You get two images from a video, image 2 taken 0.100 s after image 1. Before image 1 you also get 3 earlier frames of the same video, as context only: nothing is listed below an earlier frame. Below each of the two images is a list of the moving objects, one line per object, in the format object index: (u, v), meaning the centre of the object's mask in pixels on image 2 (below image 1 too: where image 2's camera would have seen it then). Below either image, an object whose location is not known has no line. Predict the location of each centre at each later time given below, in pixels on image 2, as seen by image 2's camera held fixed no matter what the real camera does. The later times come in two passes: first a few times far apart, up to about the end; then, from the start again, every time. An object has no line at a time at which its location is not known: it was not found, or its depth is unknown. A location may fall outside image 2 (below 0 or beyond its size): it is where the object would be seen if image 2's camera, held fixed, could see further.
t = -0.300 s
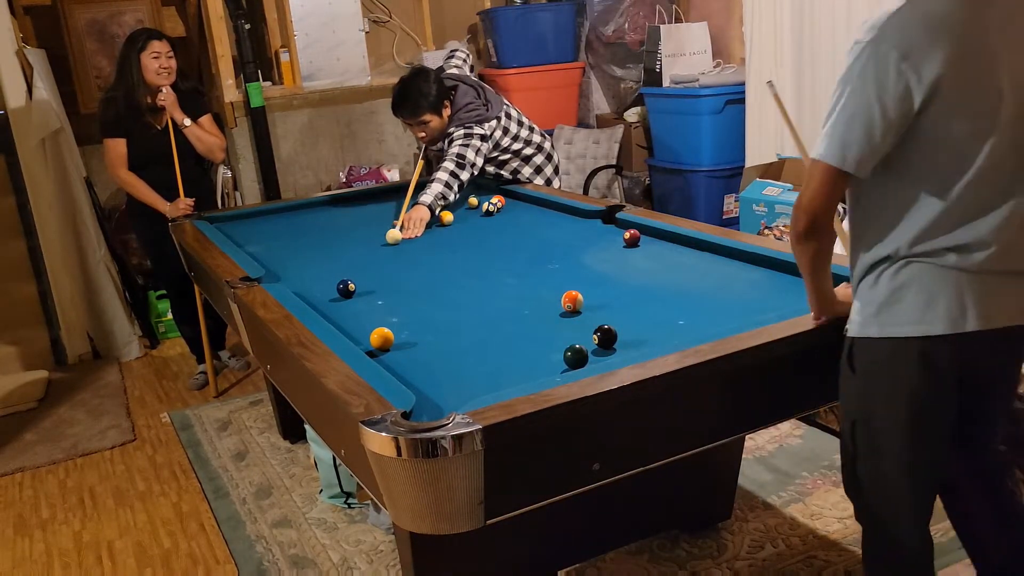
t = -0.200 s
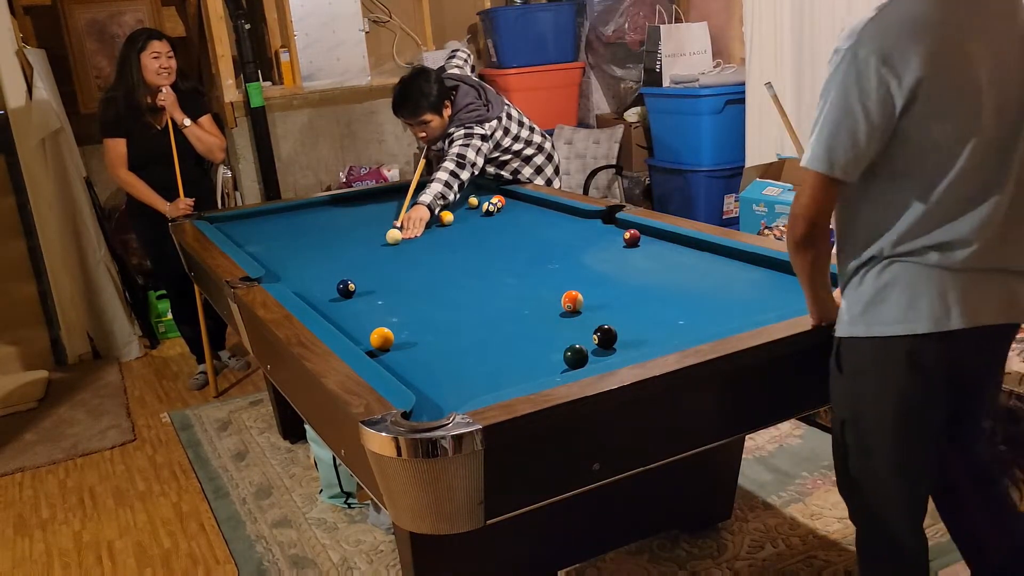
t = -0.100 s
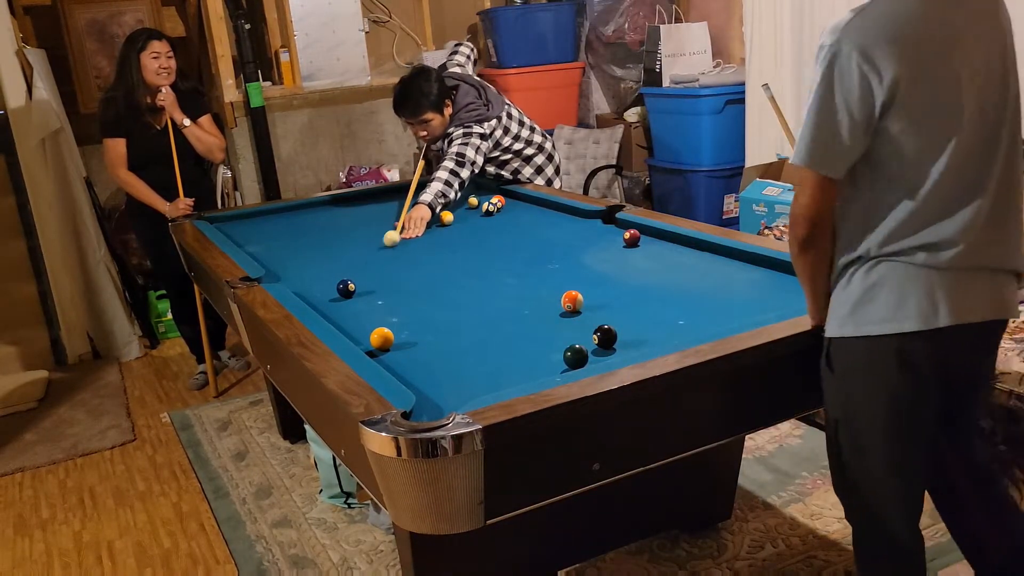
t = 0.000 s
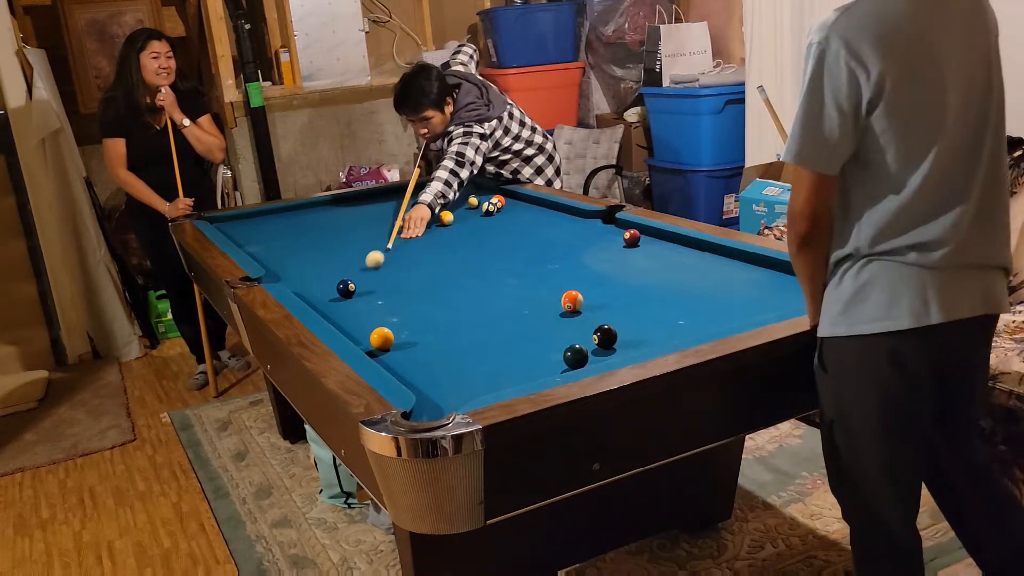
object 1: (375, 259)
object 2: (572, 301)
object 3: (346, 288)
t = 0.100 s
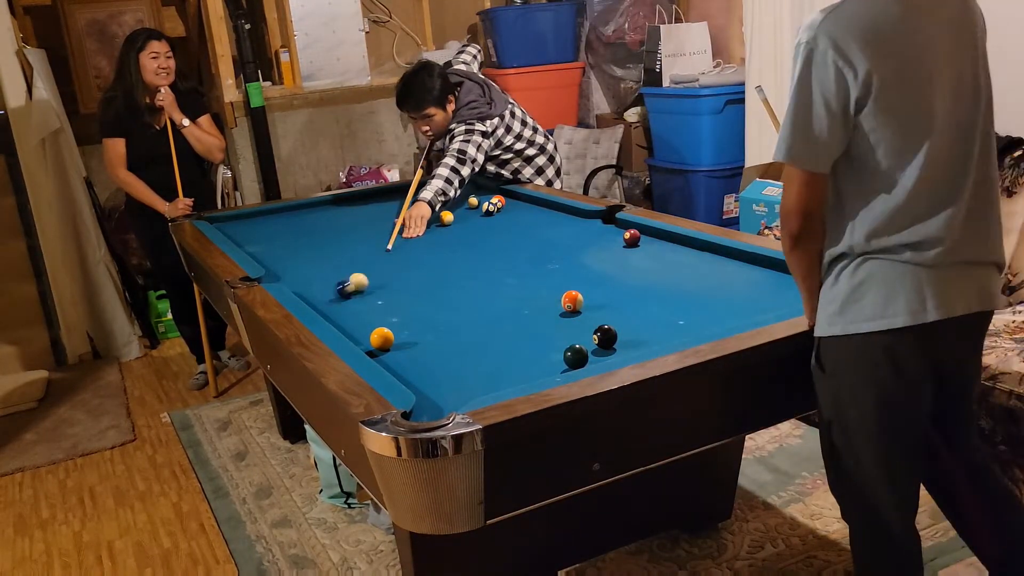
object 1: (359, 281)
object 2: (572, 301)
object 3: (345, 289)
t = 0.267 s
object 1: (387, 285)
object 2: (572, 301)
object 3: (363, 306)
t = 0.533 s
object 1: (431, 288)
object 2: (572, 301)
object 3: (478, 303)
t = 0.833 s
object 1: (482, 291)
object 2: (616, 304)
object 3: (564, 297)
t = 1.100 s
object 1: (528, 295)
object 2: (694, 308)
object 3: (600, 291)
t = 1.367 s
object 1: (574, 298)
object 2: (771, 309)
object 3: (634, 286)
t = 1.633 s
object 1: (620, 302)
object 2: (773, 299)
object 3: (666, 281)
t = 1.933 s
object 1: (672, 307)
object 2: (775, 286)
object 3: (698, 277)
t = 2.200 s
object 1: (718, 312)
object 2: (777, 277)
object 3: (723, 273)
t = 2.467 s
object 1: (761, 312)
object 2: (779, 269)
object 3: (746, 269)
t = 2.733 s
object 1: (760, 307)
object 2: (776, 266)
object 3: (752, 266)
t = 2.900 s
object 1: (760, 305)
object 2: (773, 267)
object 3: (749, 265)
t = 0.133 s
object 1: (364, 283)
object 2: (572, 301)
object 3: (330, 298)
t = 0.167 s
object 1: (371, 283)
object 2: (572, 301)
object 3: (317, 304)
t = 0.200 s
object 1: (376, 284)
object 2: (572, 301)
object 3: (330, 307)
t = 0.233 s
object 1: (382, 284)
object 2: (572, 301)
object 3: (347, 306)
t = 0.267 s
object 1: (387, 285)
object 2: (572, 301)
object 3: (363, 306)
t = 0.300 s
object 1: (393, 285)
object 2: (572, 301)
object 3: (378, 305)
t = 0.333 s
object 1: (398, 285)
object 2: (572, 301)
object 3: (392, 304)
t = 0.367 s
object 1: (404, 285)
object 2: (572, 301)
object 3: (407, 304)
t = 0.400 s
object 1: (409, 286)
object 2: (572, 301)
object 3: (421, 304)
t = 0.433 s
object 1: (415, 287)
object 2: (572, 301)
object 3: (435, 304)
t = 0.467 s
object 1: (420, 287)
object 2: (572, 301)
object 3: (449, 303)
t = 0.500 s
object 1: (426, 287)
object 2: (572, 301)
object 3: (462, 303)
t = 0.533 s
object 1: (431, 288)
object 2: (572, 301)
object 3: (478, 303)
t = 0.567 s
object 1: (437, 288)
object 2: (572, 301)
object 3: (491, 303)
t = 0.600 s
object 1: (443, 288)
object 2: (572, 301)
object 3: (505, 303)
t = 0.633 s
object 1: (448, 289)
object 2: (572, 301)
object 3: (520, 302)
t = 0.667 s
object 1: (454, 289)
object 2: (572, 301)
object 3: (535, 302)
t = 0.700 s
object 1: (459, 290)
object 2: (572, 301)
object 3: (549, 301)
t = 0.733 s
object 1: (465, 290)
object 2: (583, 301)
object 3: (553, 300)
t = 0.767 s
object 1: (471, 290)
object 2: (594, 302)
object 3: (556, 299)
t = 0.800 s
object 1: (476, 291)
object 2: (605, 303)
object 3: (560, 298)
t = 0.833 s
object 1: (482, 291)
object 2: (616, 304)
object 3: (564, 297)
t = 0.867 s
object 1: (488, 292)
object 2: (626, 304)
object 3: (569, 297)
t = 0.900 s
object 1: (493, 292)
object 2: (635, 305)
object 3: (573, 296)
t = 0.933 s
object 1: (499, 293)
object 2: (644, 305)
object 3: (578, 295)
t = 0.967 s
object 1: (505, 293)
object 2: (654, 306)
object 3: (582, 294)
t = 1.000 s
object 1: (510, 293)
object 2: (664, 306)
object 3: (587, 293)
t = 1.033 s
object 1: (516, 294)
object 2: (674, 307)
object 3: (591, 293)
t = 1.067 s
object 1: (522, 294)
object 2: (683, 308)
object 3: (596, 292)
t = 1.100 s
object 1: (528, 295)
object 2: (694, 308)
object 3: (600, 291)
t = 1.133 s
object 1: (533, 295)
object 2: (703, 309)
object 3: (605, 291)
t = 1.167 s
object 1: (539, 295)
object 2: (713, 309)
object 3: (609, 290)
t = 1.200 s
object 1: (545, 296)
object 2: (723, 310)
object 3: (613, 289)
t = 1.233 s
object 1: (551, 296)
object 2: (733, 311)
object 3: (617, 289)
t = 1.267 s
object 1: (556, 297)
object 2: (743, 311)
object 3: (622, 288)
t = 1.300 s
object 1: (562, 297)
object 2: (753, 310)
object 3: (626, 287)
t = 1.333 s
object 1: (568, 298)
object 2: (763, 309)
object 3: (630, 287)
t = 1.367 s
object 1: (574, 298)
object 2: (771, 309)
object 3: (634, 286)
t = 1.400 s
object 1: (580, 299)
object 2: (770, 308)
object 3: (638, 285)
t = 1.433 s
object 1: (585, 299)
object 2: (770, 307)
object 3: (642, 284)
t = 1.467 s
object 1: (591, 300)
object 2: (771, 306)
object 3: (646, 284)
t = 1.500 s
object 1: (597, 300)
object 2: (771, 304)
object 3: (650, 284)
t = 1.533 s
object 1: (603, 301)
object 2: (772, 303)
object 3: (654, 283)
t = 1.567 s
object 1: (609, 301)
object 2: (772, 302)
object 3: (658, 282)
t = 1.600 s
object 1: (615, 302)
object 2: (772, 301)
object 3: (662, 282)
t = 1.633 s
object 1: (620, 302)
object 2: (773, 299)
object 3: (666, 281)
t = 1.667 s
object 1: (626, 303)
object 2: (773, 297)
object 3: (670, 281)
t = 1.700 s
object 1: (632, 303)
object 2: (773, 296)
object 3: (673, 280)
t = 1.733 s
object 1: (638, 304)
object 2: (773, 294)
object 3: (677, 279)
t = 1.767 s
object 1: (643, 304)
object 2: (773, 293)
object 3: (680, 279)
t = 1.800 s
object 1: (649, 305)
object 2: (774, 291)
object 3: (684, 279)
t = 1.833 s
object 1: (655, 306)
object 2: (774, 290)
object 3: (688, 278)
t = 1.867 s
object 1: (661, 306)
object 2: (774, 289)
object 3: (691, 278)
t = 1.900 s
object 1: (667, 307)
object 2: (774, 288)
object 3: (695, 277)
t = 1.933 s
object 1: (672, 307)
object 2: (775, 286)
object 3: (698, 277)
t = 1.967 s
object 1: (678, 307)
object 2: (775, 285)
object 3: (701, 276)
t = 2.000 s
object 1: (684, 308)
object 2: (775, 284)
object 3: (704, 276)
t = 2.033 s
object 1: (690, 309)
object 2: (776, 282)
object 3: (708, 275)
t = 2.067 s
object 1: (696, 309)
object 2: (776, 281)
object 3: (711, 275)
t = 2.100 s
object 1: (701, 310)
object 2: (776, 280)
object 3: (714, 274)
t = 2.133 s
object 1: (707, 311)
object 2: (776, 279)
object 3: (717, 274)
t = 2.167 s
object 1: (712, 311)
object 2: (776, 278)
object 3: (720, 273)
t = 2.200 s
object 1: (718, 312)
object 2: (777, 277)
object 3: (723, 273)
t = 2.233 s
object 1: (724, 312)
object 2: (777, 276)
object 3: (726, 272)
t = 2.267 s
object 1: (729, 313)
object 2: (777, 275)
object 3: (729, 272)
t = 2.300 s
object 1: (735, 313)
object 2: (778, 274)
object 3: (732, 271)
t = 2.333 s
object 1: (741, 313)
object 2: (778, 273)
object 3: (735, 271)
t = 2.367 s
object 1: (746, 313)
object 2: (778, 272)
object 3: (738, 270)
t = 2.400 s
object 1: (751, 313)
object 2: (778, 271)
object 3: (741, 270)
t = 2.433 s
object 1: (757, 313)
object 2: (779, 270)
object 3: (743, 269)
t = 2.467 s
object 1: (761, 312)
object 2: (779, 269)
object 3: (746, 269)
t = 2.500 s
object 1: (761, 312)
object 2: (779, 268)
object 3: (749, 269)
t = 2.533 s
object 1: (760, 311)
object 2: (779, 267)
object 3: (751, 268)
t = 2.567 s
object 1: (760, 310)
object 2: (779, 266)
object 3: (754, 267)
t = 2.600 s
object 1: (760, 310)
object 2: (778, 266)
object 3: (756, 267)
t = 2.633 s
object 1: (760, 309)
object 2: (779, 266)
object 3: (755, 267)
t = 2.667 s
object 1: (760, 309)
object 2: (778, 266)
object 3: (754, 267)
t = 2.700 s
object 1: (760, 308)
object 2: (777, 266)
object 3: (753, 267)
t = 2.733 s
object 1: (760, 307)
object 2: (776, 266)
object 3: (752, 266)
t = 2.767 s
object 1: (760, 307)
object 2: (776, 266)
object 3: (752, 266)
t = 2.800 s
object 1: (760, 307)
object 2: (775, 266)
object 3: (751, 266)
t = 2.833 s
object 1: (760, 306)
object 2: (774, 267)
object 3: (750, 266)
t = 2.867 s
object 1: (760, 305)
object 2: (774, 267)
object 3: (750, 266)
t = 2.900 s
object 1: (760, 305)
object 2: (773, 267)
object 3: (749, 265)
